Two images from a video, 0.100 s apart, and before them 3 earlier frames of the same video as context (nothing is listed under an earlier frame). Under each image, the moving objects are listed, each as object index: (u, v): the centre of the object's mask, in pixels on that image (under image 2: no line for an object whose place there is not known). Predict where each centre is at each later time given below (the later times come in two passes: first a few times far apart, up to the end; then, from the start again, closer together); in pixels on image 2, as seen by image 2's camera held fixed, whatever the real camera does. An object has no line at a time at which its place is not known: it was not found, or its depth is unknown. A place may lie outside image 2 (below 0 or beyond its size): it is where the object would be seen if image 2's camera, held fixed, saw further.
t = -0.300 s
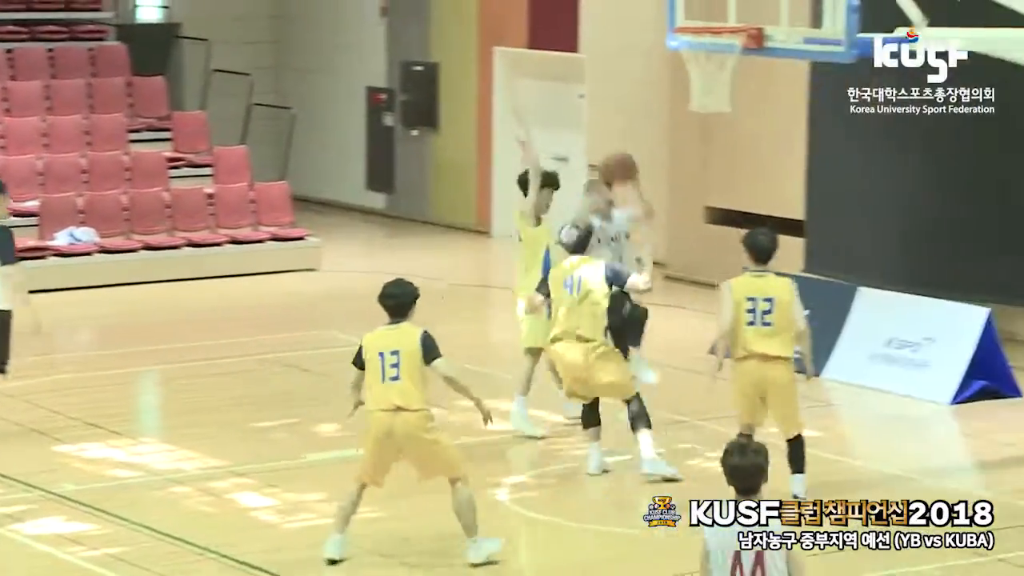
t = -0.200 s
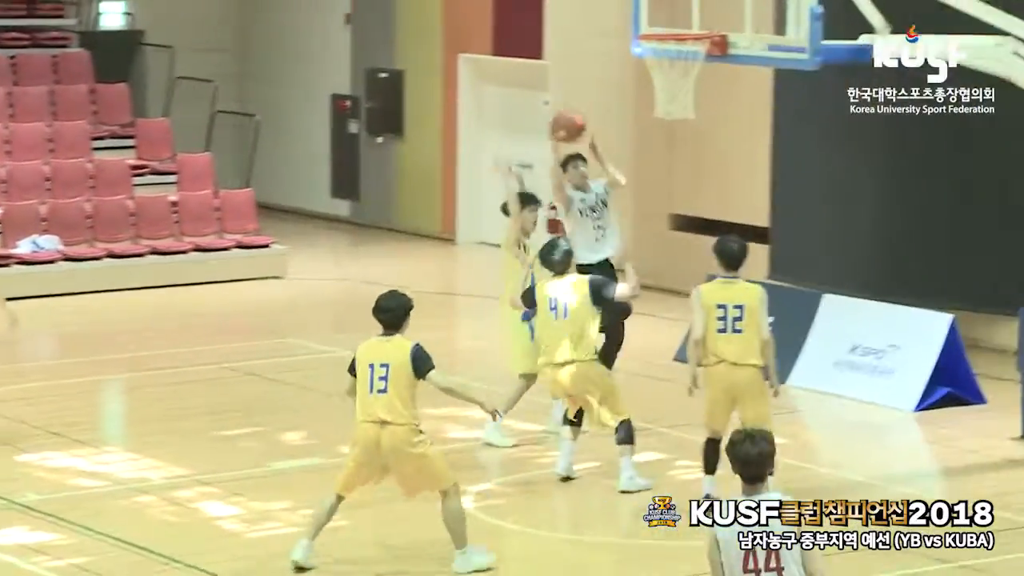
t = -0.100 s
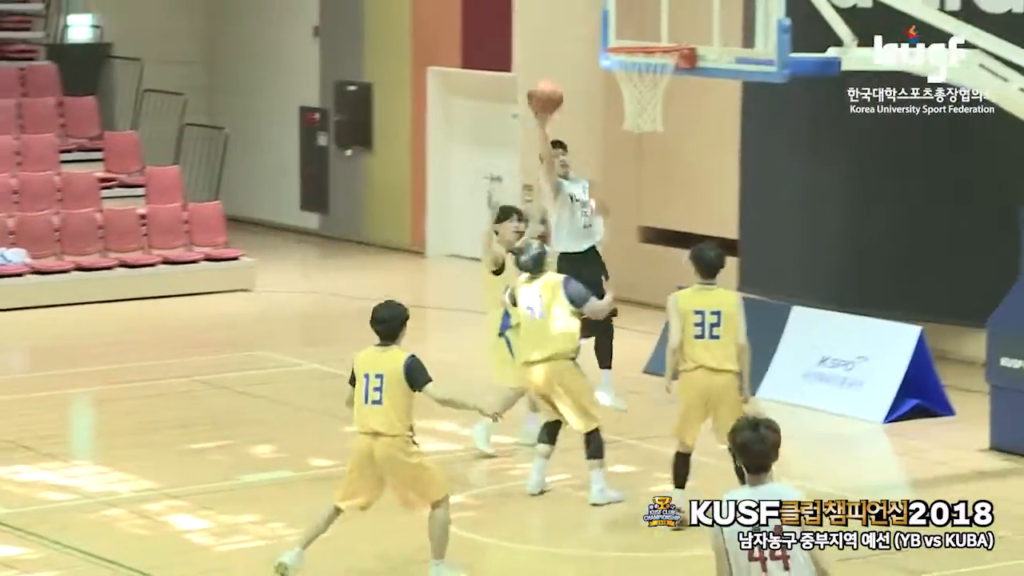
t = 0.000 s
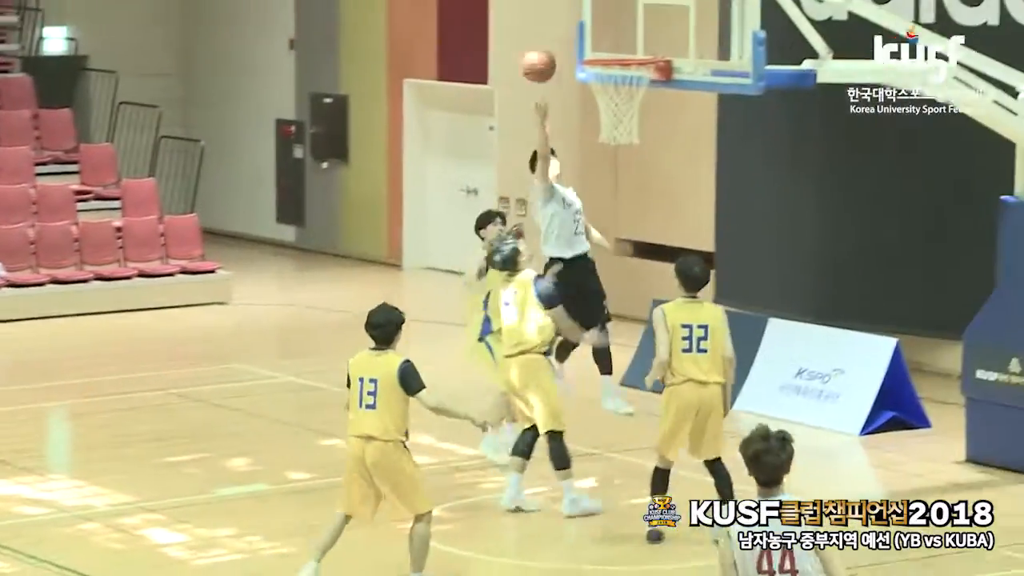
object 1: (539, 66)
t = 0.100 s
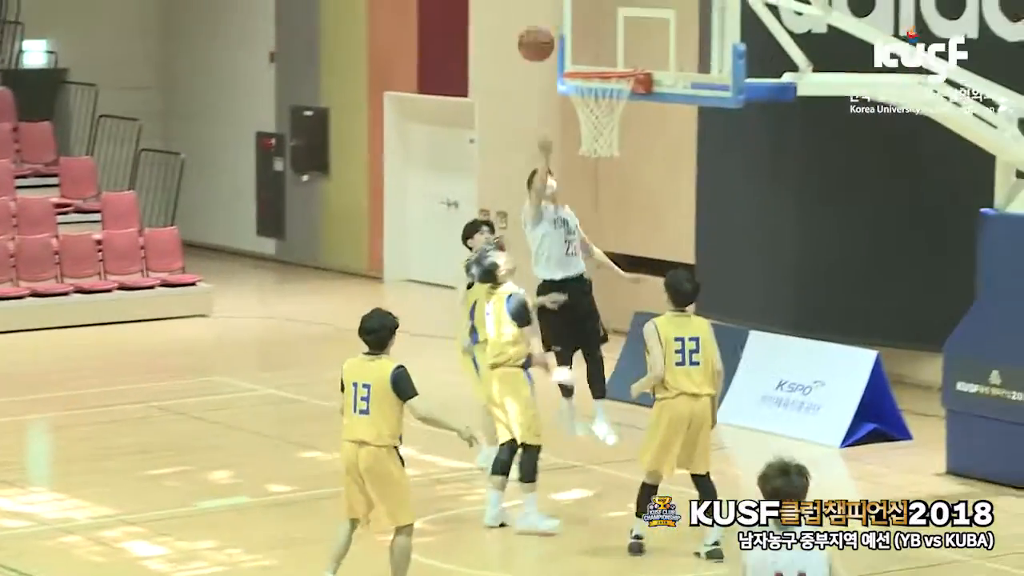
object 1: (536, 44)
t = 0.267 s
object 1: (563, 19)
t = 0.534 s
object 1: (605, 56)
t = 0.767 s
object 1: (587, 42)
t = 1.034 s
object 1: (594, 74)
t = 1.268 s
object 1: (612, 139)
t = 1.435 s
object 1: (618, 205)
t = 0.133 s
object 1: (542, 36)
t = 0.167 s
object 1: (547, 29)
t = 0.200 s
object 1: (552, 24)
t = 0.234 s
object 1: (558, 21)
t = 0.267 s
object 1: (563, 19)
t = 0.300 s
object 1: (569, 20)
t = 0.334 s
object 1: (574, 22)
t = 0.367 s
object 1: (580, 25)
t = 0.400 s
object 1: (586, 31)
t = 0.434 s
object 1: (593, 39)
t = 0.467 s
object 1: (599, 47)
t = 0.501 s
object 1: (605, 56)
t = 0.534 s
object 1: (605, 56)
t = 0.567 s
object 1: (602, 49)
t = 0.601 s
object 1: (599, 43)
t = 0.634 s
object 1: (597, 40)
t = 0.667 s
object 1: (594, 38)
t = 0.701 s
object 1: (592, 37)
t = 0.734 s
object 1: (590, 39)
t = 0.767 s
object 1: (587, 42)
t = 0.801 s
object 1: (584, 47)
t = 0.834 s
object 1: (581, 53)
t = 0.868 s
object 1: (579, 60)
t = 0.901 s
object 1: (581, 61)
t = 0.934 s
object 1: (584, 61)
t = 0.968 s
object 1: (587, 63)
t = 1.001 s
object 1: (590, 69)
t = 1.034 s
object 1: (594, 74)
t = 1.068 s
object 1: (597, 84)
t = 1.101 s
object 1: (600, 95)
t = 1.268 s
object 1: (612, 139)
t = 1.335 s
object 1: (614, 160)
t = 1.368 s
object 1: (616, 173)
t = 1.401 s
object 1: (617, 188)
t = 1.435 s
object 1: (618, 205)
